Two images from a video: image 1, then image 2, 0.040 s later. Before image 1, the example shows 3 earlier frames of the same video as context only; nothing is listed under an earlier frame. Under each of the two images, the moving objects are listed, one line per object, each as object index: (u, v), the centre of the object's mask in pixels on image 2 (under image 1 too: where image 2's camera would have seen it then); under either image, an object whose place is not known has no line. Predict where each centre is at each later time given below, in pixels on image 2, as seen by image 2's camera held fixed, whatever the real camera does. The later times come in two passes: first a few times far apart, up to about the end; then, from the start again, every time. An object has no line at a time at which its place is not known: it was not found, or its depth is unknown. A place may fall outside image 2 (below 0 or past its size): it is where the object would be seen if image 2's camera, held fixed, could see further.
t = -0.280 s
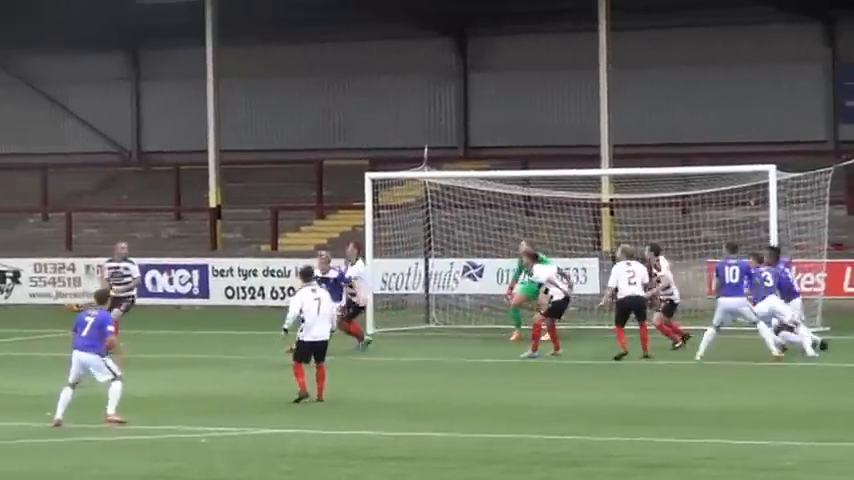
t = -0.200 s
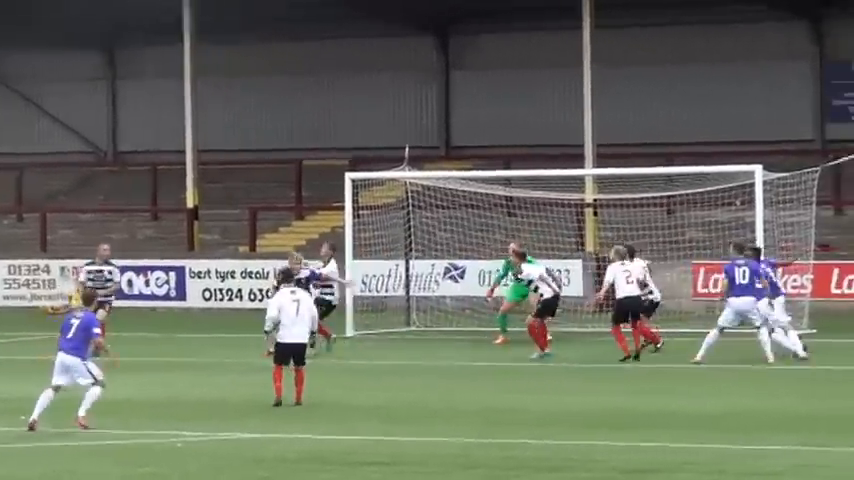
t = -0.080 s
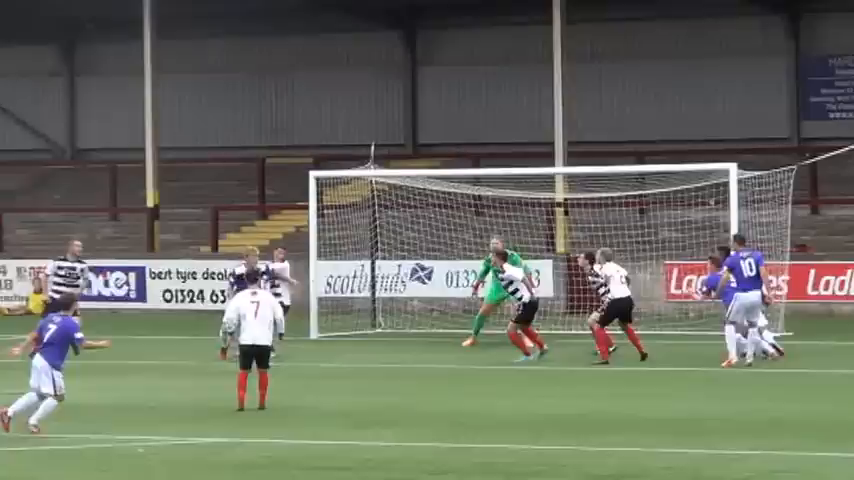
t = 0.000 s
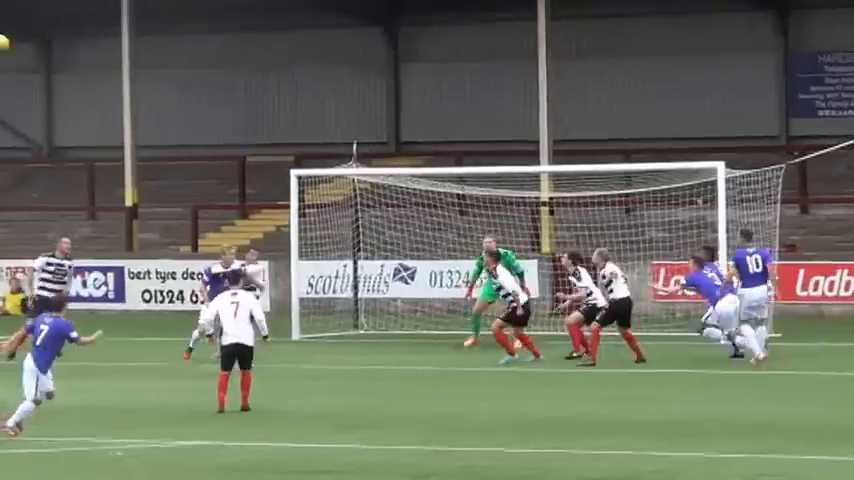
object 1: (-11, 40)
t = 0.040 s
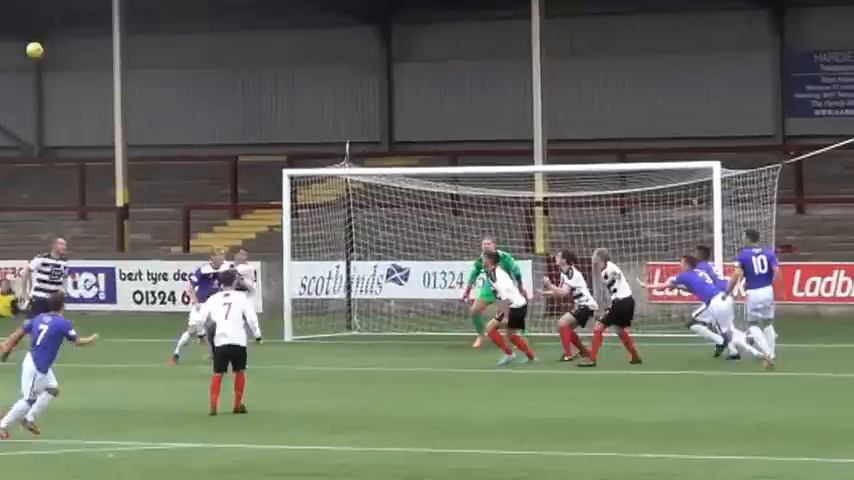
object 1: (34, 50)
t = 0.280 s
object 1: (299, 128)
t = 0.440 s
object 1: (475, 203)
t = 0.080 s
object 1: (78, 60)
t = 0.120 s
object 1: (122, 71)
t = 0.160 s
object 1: (166, 84)
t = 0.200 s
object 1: (210, 97)
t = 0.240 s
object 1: (254, 112)
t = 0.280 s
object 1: (299, 128)
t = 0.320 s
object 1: (342, 145)
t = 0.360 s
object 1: (386, 163)
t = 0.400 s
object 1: (430, 182)
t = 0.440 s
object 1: (475, 203)
